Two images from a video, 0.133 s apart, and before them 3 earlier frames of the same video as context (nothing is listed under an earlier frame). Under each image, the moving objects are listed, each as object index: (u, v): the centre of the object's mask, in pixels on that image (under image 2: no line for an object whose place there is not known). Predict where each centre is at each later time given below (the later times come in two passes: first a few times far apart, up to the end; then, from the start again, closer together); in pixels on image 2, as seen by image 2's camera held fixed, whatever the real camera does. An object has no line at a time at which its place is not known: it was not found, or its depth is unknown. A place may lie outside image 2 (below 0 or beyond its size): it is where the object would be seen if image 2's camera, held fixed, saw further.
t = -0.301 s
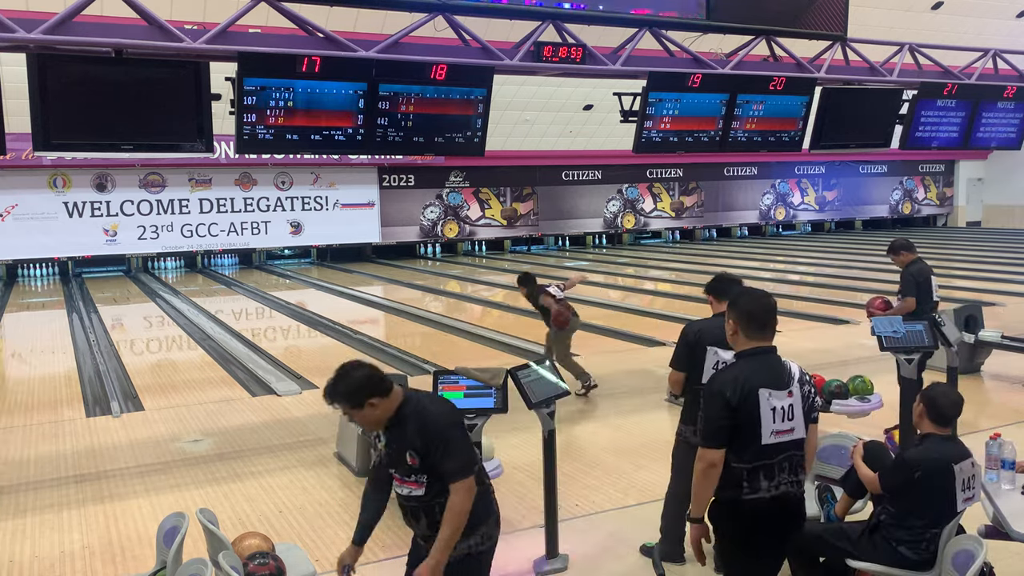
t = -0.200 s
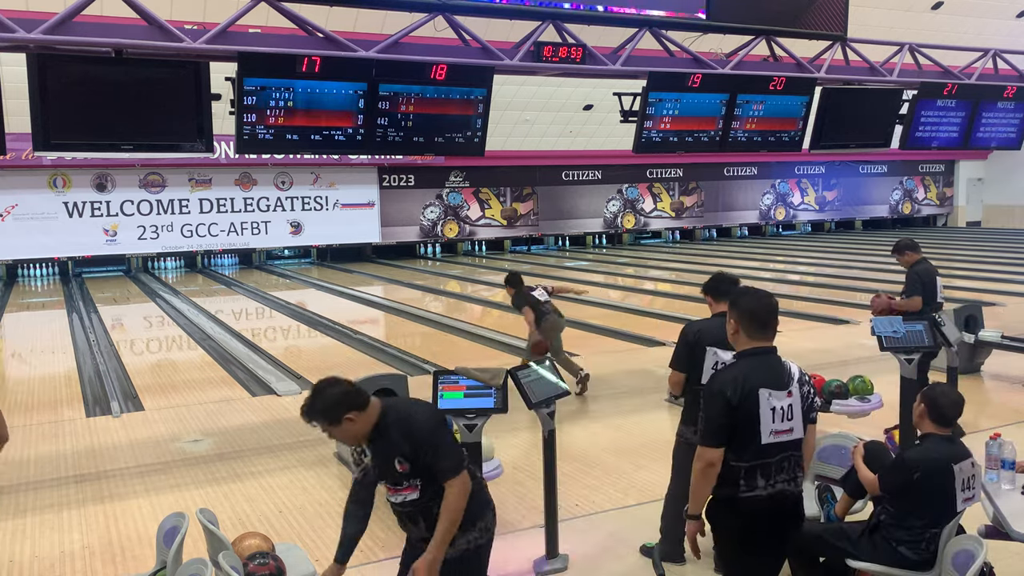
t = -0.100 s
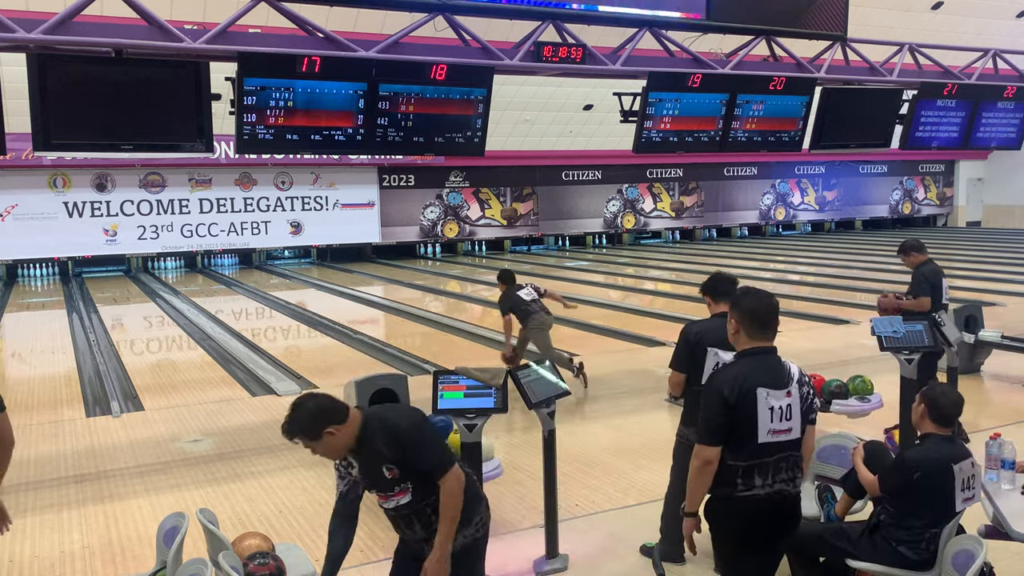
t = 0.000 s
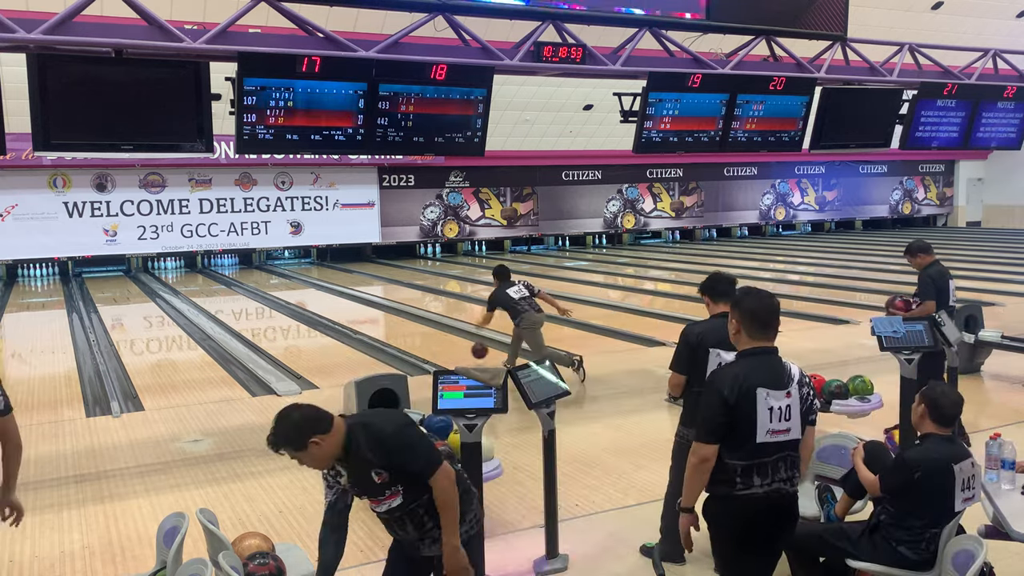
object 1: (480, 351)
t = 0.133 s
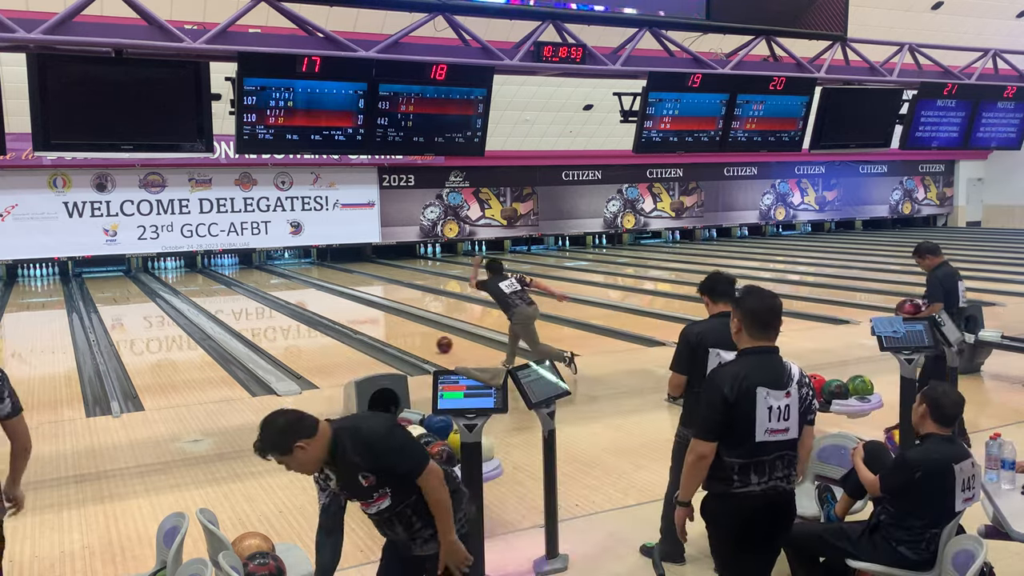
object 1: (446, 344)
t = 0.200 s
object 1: (429, 340)
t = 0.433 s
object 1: (383, 324)
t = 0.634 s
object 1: (350, 313)
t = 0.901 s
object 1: (316, 300)
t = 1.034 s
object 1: (301, 296)
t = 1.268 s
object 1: (279, 288)
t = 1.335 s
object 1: (274, 286)
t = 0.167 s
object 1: (437, 342)
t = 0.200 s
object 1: (429, 340)
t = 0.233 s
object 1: (422, 337)
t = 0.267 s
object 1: (415, 335)
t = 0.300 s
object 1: (408, 332)
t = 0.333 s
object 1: (401, 330)
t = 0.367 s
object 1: (395, 328)
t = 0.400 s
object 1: (389, 326)
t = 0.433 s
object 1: (383, 324)
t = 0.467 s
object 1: (377, 322)
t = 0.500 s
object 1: (371, 320)
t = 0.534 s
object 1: (366, 318)
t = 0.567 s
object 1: (361, 316)
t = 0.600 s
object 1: (356, 314)
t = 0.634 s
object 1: (350, 313)
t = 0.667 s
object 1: (346, 311)
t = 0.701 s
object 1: (341, 309)
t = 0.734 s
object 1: (337, 308)
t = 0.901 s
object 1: (316, 300)
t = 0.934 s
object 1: (312, 299)
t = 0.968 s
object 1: (308, 298)
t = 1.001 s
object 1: (305, 297)
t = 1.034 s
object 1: (301, 296)
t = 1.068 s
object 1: (298, 294)
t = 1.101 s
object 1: (294, 293)
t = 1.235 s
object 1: (282, 289)
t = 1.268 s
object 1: (279, 288)
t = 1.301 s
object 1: (277, 287)
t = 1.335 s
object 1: (274, 286)
